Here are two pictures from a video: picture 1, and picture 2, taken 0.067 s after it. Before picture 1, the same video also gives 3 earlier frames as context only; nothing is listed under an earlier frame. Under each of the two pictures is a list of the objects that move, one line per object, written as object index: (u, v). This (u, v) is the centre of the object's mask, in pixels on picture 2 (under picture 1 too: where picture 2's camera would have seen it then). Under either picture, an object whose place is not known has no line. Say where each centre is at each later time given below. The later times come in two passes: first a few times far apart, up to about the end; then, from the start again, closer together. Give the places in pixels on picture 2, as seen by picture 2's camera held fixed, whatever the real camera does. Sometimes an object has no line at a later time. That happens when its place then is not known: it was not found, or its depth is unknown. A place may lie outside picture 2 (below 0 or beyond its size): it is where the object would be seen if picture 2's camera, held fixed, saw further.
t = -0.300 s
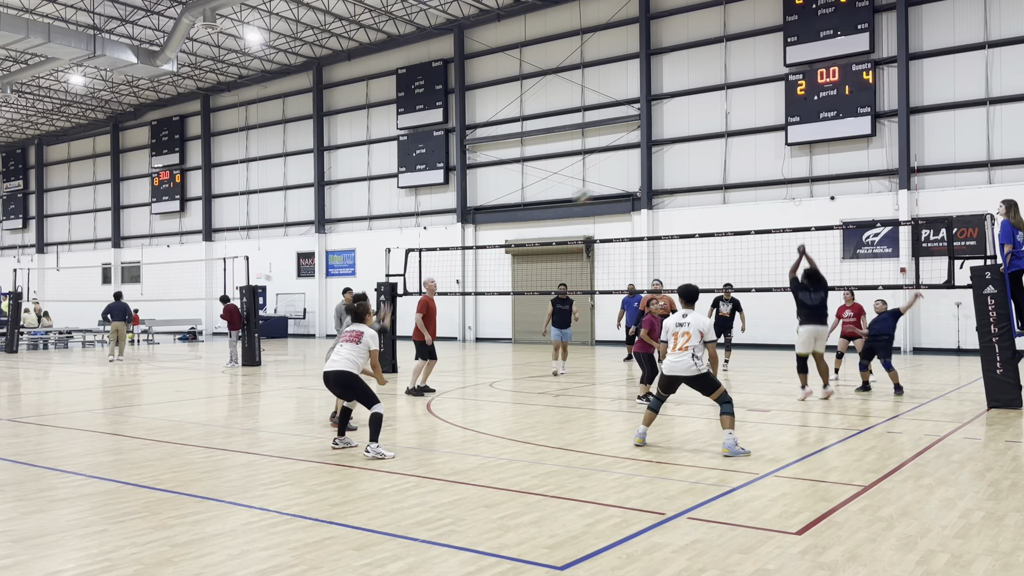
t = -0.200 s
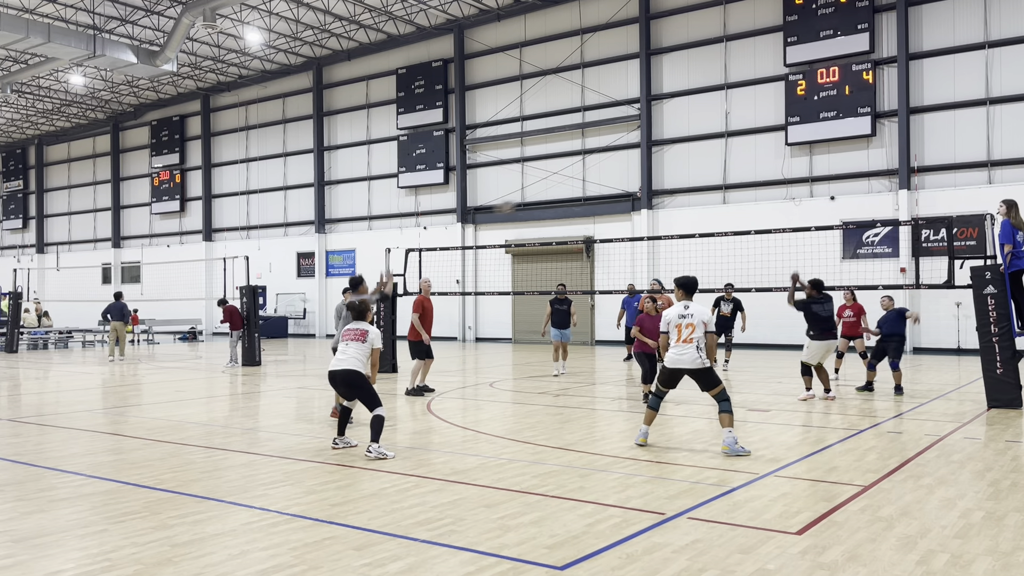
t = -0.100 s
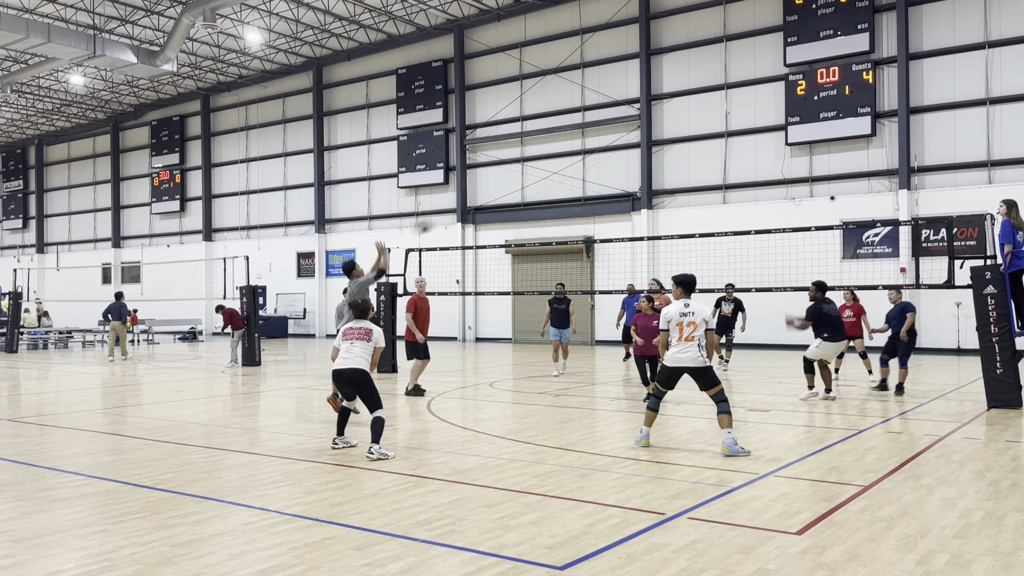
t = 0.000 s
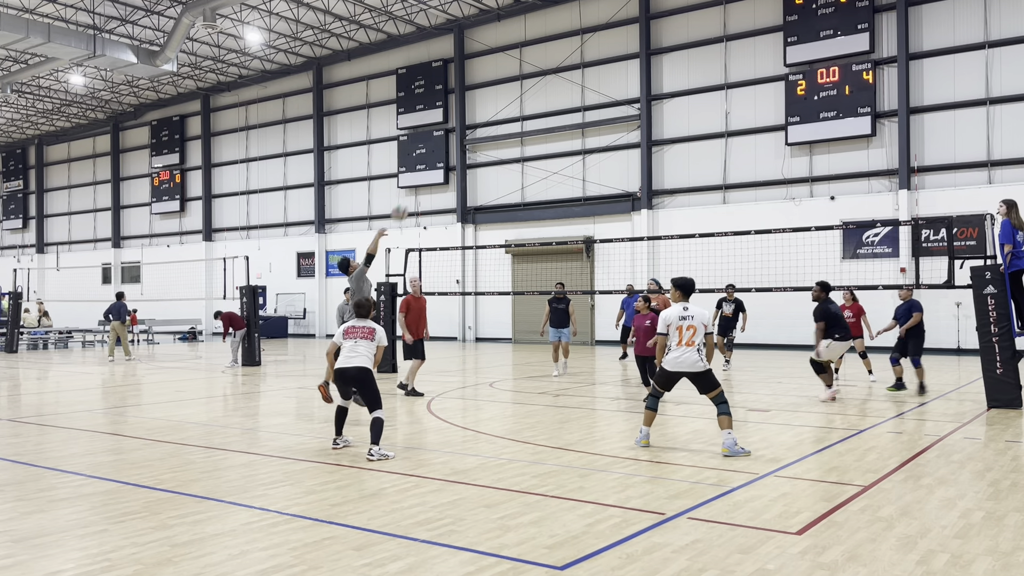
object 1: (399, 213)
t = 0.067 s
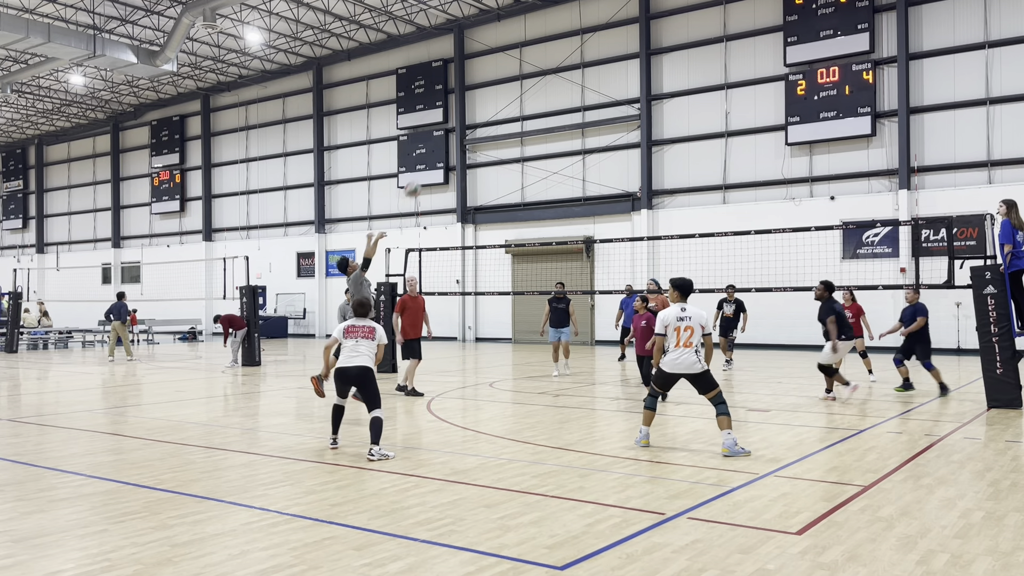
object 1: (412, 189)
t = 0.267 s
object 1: (449, 144)
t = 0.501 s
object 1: (489, 134)
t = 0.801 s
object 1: (533, 177)
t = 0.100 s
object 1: (419, 179)
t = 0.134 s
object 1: (426, 169)
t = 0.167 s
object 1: (431, 161)
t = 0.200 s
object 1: (438, 155)
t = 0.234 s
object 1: (443, 149)
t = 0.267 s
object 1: (449, 144)
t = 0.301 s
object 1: (456, 140)
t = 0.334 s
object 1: (462, 137)
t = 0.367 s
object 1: (467, 135)
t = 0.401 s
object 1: (472, 133)
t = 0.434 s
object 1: (477, 133)
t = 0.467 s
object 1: (483, 133)
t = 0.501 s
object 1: (489, 134)
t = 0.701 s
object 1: (519, 157)
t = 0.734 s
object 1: (524, 162)
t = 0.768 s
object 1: (528, 168)
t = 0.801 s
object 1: (533, 177)
